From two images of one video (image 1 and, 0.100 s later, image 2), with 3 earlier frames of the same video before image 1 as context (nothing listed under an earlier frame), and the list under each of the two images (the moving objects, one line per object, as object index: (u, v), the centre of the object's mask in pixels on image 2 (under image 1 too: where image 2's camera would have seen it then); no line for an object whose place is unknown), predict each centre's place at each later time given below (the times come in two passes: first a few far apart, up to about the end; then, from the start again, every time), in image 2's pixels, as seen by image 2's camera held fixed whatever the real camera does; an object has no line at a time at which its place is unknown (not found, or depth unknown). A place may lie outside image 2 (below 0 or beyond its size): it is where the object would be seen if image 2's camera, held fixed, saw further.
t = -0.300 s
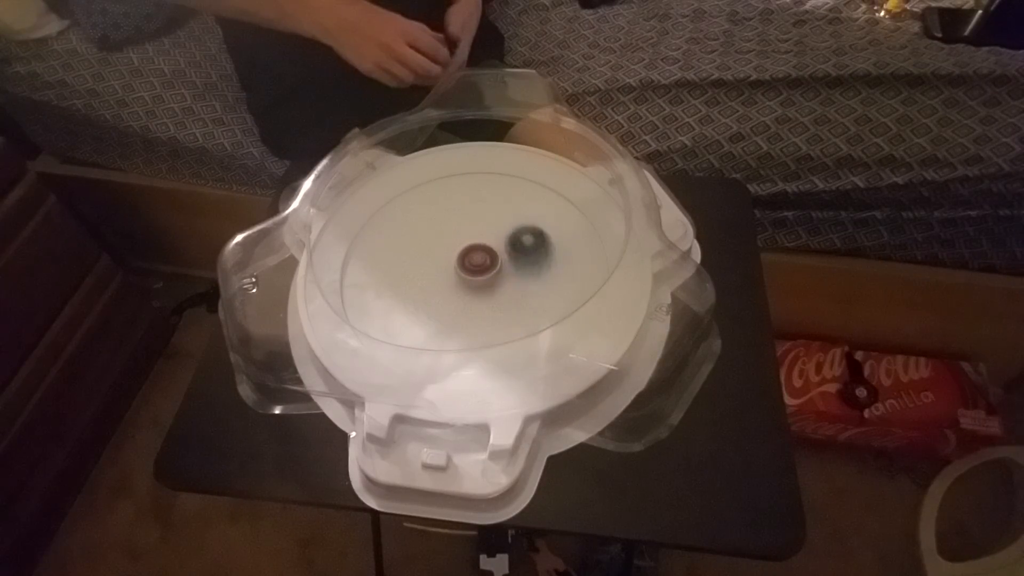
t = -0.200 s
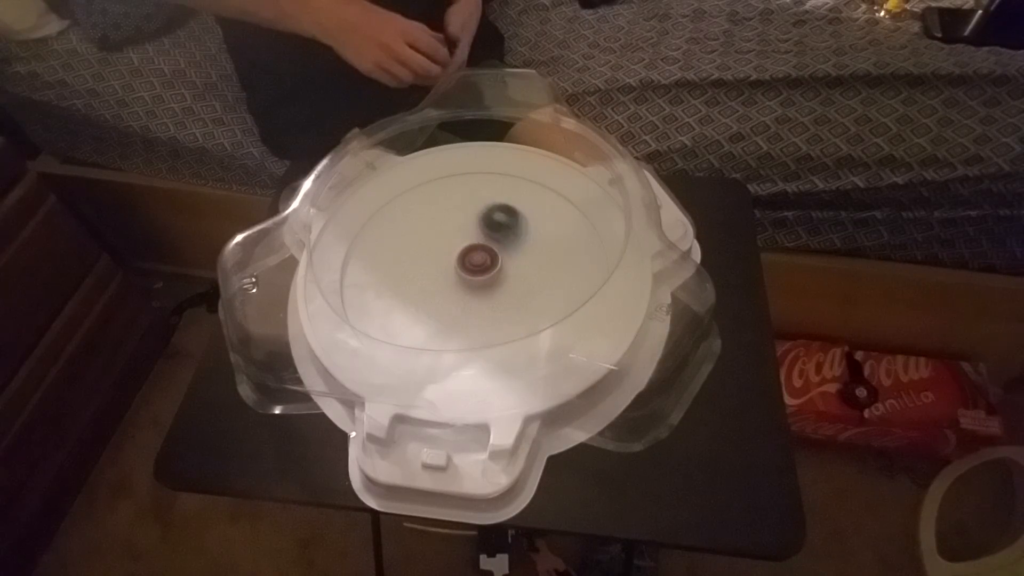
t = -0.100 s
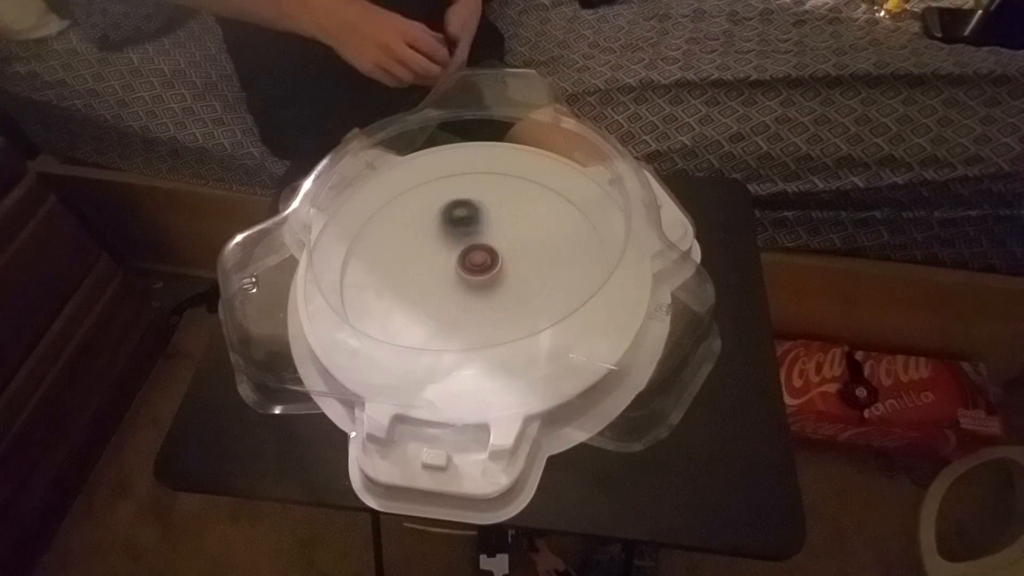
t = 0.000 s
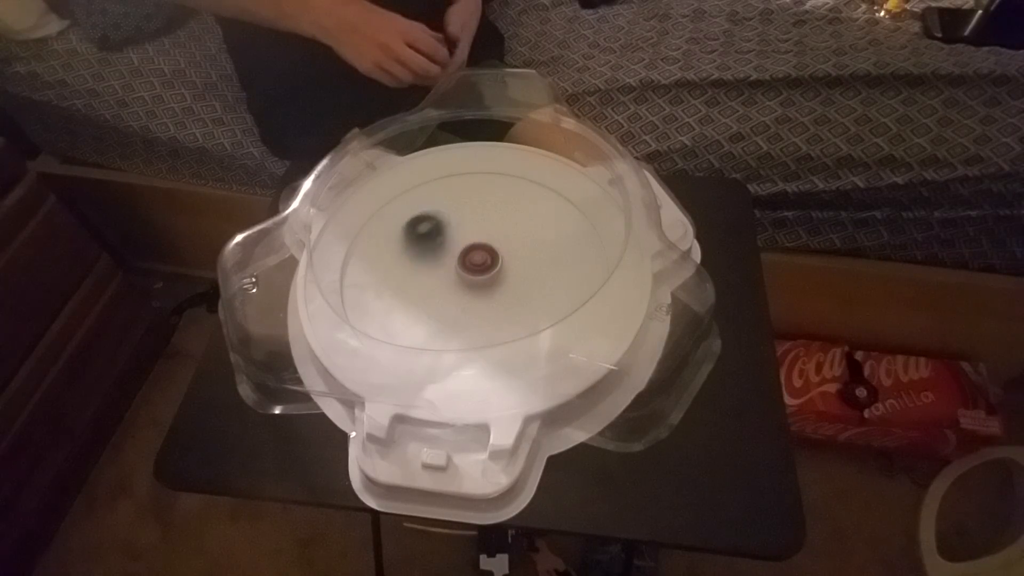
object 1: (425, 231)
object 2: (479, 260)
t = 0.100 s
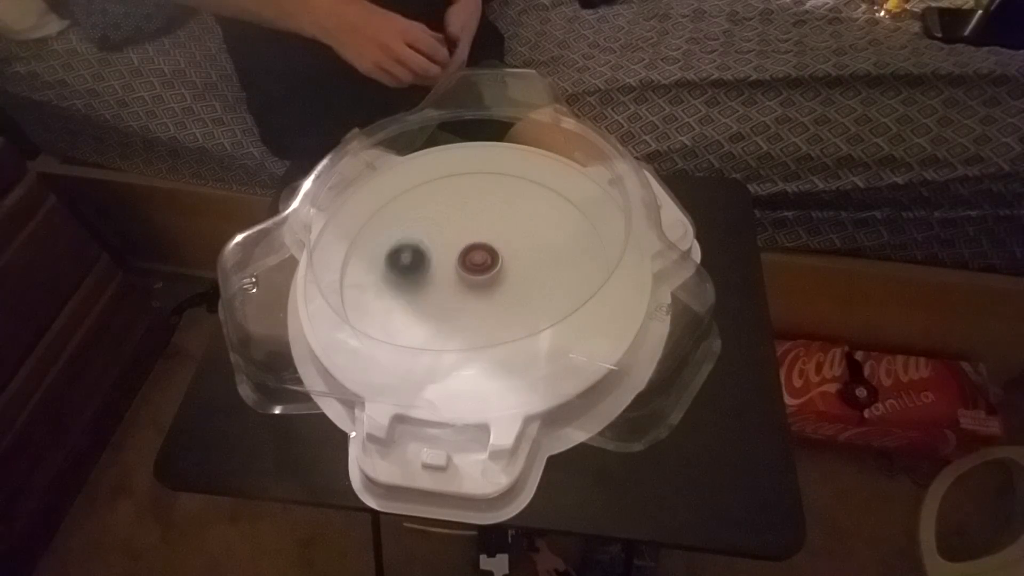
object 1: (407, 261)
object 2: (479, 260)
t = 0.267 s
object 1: (441, 310)
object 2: (479, 259)
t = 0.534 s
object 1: (538, 275)
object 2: (476, 259)
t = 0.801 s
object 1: (483, 209)
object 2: (474, 259)
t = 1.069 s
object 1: (410, 264)
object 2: (473, 260)
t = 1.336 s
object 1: (496, 315)
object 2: (473, 259)
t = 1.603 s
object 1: (538, 241)
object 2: (473, 260)
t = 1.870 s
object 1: (443, 221)
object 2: (473, 260)
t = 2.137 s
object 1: (426, 300)
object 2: (473, 260)
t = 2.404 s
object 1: (528, 296)
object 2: (473, 260)
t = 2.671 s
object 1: (505, 221)
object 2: (473, 260)
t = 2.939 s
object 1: (414, 245)
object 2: (473, 260)
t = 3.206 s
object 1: (457, 315)
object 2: (473, 260)
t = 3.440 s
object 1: (534, 274)
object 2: (473, 260)
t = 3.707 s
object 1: (486, 213)
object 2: (473, 260)
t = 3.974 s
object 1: (415, 261)
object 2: (473, 260)
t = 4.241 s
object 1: (487, 314)
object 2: (473, 259)
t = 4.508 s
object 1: (536, 250)
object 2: (473, 259)
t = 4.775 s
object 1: (454, 221)
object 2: (473, 260)
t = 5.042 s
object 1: (425, 289)
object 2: (473, 260)
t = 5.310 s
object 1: (513, 295)
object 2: (473, 259)
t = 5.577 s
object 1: (506, 230)
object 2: (473, 260)
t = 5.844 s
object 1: (427, 241)
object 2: (474, 259)
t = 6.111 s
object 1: (455, 302)
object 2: (473, 260)
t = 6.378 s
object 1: (524, 270)
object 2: (473, 260)
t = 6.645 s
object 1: (497, 214)
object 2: (453, 269)
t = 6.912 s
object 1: (442, 235)
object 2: (456, 275)
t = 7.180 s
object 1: (445, 263)
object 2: (484, 305)
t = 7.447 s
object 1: (479, 248)
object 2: (517, 319)
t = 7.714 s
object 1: (492, 236)
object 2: (514, 292)
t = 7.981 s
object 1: (491, 237)
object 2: (490, 288)
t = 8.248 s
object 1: (474, 245)
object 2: (471, 287)
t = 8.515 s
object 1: (482, 254)
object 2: (459, 287)
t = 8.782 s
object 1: (497, 248)
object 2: (459, 276)
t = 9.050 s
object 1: (503, 240)
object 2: (446, 272)
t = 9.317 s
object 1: (504, 246)
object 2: (444, 271)
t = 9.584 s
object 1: (505, 258)
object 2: (459, 271)
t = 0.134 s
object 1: (408, 272)
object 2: (479, 260)
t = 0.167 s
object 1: (411, 283)
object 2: (479, 260)
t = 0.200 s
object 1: (418, 293)
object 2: (479, 260)
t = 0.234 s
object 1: (428, 302)
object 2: (479, 260)
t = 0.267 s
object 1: (441, 310)
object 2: (479, 259)
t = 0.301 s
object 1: (455, 314)
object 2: (478, 259)
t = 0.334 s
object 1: (470, 315)
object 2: (478, 260)
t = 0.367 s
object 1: (486, 316)
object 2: (478, 260)
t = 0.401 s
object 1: (500, 308)
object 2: (477, 259)
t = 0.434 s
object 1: (513, 301)
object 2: (477, 259)
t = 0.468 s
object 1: (524, 293)
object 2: (476, 259)
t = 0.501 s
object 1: (533, 285)
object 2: (476, 259)
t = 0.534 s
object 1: (538, 275)
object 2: (476, 259)
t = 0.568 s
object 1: (540, 263)
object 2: (475, 259)
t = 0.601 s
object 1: (540, 252)
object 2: (475, 259)
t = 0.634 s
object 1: (536, 240)
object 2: (475, 259)
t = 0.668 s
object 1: (529, 230)
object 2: (474, 259)
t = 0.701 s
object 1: (520, 221)
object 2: (474, 259)
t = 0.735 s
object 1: (508, 214)
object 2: (474, 259)
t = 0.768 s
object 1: (497, 211)
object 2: (474, 259)
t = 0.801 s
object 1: (483, 209)
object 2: (474, 259)
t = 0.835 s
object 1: (470, 209)
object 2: (474, 259)
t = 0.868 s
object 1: (456, 212)
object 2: (474, 259)
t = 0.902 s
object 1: (443, 216)
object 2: (474, 259)
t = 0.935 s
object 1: (431, 222)
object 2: (474, 259)
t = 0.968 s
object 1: (423, 230)
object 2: (474, 259)
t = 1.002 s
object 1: (416, 241)
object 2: (474, 259)
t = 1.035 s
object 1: (411, 252)
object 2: (473, 259)
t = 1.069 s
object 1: (410, 264)
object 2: (473, 260)
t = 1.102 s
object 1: (413, 276)
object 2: (473, 260)
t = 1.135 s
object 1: (418, 286)
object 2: (473, 259)
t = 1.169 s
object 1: (426, 296)
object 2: (473, 260)
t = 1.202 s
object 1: (437, 305)
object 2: (473, 259)
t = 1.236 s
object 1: (451, 311)
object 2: (473, 259)
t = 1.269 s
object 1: (465, 317)
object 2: (473, 259)
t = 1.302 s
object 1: (480, 317)
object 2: (473, 259)
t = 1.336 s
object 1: (496, 315)
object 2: (473, 259)
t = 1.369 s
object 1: (509, 307)
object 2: (473, 259)
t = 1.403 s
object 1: (522, 300)
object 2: (473, 260)
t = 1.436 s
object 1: (532, 294)
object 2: (473, 259)
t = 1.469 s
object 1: (538, 285)
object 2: (473, 259)
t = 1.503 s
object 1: (543, 273)
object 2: (473, 259)
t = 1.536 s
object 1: (544, 262)
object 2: (473, 259)
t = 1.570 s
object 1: (543, 251)
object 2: (473, 259)
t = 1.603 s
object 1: (538, 241)
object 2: (473, 260)
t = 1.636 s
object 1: (531, 232)
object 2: (473, 260)
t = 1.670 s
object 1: (521, 225)
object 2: (473, 260)
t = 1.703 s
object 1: (509, 218)
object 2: (473, 260)
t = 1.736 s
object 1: (496, 215)
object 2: (473, 260)
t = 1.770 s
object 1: (484, 214)
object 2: (473, 260)
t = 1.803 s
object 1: (470, 215)
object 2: (473, 260)
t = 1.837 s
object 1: (456, 216)
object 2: (473, 260)
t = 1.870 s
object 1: (443, 221)
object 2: (473, 260)
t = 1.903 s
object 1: (432, 228)
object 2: (473, 260)
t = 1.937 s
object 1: (423, 238)
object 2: (473, 260)
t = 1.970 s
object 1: (417, 248)
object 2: (473, 260)
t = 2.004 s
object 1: (413, 259)
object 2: (473, 260)
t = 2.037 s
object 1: (412, 270)
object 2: (473, 260)
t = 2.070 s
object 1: (414, 281)
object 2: (473, 260)
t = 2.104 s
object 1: (419, 291)
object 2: (473, 260)
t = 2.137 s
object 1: (426, 300)
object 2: (473, 260)
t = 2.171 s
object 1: (437, 308)
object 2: (473, 260)
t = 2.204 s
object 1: (450, 315)
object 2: (473, 260)
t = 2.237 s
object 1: (463, 321)
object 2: (473, 260)
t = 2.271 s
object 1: (478, 321)
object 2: (473, 260)
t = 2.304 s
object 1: (493, 318)
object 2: (473, 260)
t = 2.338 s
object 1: (506, 313)
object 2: (473, 260)
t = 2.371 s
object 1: (518, 305)
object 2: (473, 260)
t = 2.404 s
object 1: (528, 296)
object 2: (473, 260)
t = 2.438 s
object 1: (534, 284)
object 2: (473, 260)
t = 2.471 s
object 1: (538, 277)
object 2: (473, 260)
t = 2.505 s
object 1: (539, 267)
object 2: (473, 260)
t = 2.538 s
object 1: (537, 255)
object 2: (473, 260)
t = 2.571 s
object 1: (533, 245)
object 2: (473, 260)
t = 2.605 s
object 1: (524, 234)
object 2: (473, 260)
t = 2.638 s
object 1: (516, 228)
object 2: (473, 260)
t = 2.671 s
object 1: (505, 221)
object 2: (473, 260)
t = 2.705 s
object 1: (492, 217)
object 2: (473, 260)
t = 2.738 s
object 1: (479, 215)
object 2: (473, 260)
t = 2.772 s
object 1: (467, 215)
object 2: (473, 260)
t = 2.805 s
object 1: (453, 218)
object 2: (473, 260)
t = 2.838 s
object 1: (441, 221)
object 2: (473, 260)
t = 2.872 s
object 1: (430, 227)
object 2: (473, 260)
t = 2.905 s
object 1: (421, 236)
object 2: (473, 260)
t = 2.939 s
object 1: (414, 245)
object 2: (473, 260)
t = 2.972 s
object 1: (409, 255)
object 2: (473, 260)
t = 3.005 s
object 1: (408, 265)
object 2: (473, 260)
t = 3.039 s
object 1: (409, 274)
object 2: (473, 260)
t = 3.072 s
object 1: (414, 285)
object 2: (473, 260)
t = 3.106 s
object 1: (421, 294)
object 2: (473, 260)
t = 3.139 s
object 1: (430, 302)
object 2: (473, 260)
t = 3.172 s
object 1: (443, 311)
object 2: (473, 260)
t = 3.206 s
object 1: (457, 315)
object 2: (473, 260)
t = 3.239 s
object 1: (470, 316)
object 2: (473, 259)
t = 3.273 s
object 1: (485, 314)
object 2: (473, 259)
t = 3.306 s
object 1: (499, 309)
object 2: (473, 259)
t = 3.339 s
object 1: (511, 303)
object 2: (473, 260)
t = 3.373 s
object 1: (522, 294)
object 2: (473, 260)
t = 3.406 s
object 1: (529, 285)
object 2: (473, 260)
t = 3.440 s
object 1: (534, 274)
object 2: (473, 260)
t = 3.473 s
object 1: (537, 265)
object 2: (473, 260)
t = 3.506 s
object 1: (536, 254)
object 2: (473, 260)
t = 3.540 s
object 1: (533, 244)
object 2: (473, 260)
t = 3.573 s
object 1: (526, 232)
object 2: (473, 260)
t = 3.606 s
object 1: (519, 224)
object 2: (473, 260)
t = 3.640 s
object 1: (508, 219)
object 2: (473, 260)
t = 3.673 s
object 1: (498, 215)
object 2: (473, 260)
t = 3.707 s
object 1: (486, 213)
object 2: (473, 260)
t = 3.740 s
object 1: (473, 213)
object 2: (473, 260)
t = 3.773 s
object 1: (461, 214)
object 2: (473, 260)
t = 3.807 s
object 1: (449, 217)
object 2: (473, 260)
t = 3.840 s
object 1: (438, 222)
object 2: (474, 260)
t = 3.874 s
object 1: (429, 230)
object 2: (473, 259)
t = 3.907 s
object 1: (422, 239)
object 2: (473, 259)
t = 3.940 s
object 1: (417, 249)
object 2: (473, 259)
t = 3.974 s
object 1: (415, 261)
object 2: (473, 260)
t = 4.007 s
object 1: (416, 271)
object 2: (473, 260)
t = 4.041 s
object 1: (419, 281)
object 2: (473, 260)
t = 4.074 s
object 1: (425, 290)
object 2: (473, 259)
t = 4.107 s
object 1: (435, 299)
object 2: (473, 260)
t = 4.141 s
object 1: (446, 305)
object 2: (473, 260)
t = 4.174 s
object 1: (459, 311)
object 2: (473, 259)
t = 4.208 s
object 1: (472, 315)
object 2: (473, 259)
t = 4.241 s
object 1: (487, 314)
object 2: (473, 259)
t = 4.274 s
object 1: (499, 310)
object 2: (473, 259)
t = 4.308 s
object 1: (511, 302)
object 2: (473, 259)
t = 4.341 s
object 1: (522, 298)
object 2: (473, 259)
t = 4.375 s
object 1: (530, 289)
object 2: (473, 259)
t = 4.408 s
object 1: (535, 280)
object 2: (473, 259)
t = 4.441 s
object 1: (538, 270)
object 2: (473, 259)
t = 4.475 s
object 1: (538, 260)
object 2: (473, 259)
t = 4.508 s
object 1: (536, 250)
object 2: (473, 259)
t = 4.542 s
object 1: (530, 241)
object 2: (473, 259)
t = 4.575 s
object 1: (523, 233)
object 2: (473, 259)
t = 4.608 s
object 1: (513, 226)
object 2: (473, 259)
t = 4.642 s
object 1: (502, 222)
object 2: (473, 259)
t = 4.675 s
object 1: (491, 219)
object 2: (473, 259)
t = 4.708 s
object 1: (478, 218)
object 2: (473, 260)
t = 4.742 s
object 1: (465, 218)
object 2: (473, 260)
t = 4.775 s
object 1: (454, 221)
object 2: (473, 260)
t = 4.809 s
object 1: (443, 227)
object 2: (473, 259)
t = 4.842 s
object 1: (433, 236)
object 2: (474, 260)
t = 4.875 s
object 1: (425, 242)
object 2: (474, 259)
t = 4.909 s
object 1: (421, 251)
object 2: (473, 260)
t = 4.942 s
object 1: (418, 262)
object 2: (473, 260)
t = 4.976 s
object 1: (418, 271)
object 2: (473, 260)
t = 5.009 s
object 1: (420, 280)
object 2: (473, 260)
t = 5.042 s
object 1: (425, 289)
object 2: (473, 260)
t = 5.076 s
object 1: (433, 297)
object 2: (473, 260)
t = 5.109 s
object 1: (443, 304)
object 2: (473, 260)
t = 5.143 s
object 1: (455, 309)
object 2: (473, 260)
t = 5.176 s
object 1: (467, 313)
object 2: (473, 259)
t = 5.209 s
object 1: (480, 311)
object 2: (473, 259)
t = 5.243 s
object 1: (493, 307)
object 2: (473, 260)
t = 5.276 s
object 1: (503, 301)
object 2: (473, 260)
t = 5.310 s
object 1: (513, 295)
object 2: (473, 259)
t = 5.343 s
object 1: (521, 287)
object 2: (473, 259)
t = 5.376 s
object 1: (527, 281)
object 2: (473, 259)
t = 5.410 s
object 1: (529, 272)
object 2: (473, 259)
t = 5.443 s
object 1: (529, 260)
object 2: (473, 259)
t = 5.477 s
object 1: (527, 253)
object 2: (473, 260)
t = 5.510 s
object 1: (522, 245)
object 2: (473, 260)
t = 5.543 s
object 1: (515, 235)
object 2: (473, 260)
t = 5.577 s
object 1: (506, 230)
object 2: (473, 260)
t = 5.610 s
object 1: (496, 225)
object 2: (473, 259)
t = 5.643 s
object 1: (485, 222)
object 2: (473, 259)
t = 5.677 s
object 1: (474, 221)
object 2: (473, 260)
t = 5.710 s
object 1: (463, 221)
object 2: (474, 260)
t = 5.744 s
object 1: (452, 225)
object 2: (474, 260)
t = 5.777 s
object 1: (442, 229)
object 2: (474, 260)
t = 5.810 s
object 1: (433, 234)
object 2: (474, 259)
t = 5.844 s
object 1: (427, 241)
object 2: (474, 259)
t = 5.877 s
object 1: (422, 250)
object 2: (474, 260)
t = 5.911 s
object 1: (421, 259)
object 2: (474, 260)
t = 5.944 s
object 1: (421, 267)
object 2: (473, 260)
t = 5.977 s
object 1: (422, 276)
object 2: (473, 260)
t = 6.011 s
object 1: (428, 284)
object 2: (473, 260)
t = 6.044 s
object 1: (435, 291)
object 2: (473, 260)
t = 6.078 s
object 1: (445, 298)
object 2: (473, 260)
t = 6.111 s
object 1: (455, 302)
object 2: (473, 260)
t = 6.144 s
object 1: (466, 304)
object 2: (473, 260)
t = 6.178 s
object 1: (479, 305)
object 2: (473, 260)
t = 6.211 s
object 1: (491, 302)
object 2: (473, 260)
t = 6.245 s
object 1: (500, 297)
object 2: (473, 260)
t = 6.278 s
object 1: (510, 292)
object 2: (473, 260)
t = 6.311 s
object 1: (517, 284)
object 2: (473, 260)
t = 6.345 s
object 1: (521, 277)
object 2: (473, 260)
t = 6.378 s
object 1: (524, 270)
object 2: (473, 260)
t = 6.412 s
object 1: (524, 262)
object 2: (473, 260)
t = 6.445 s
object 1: (523, 254)
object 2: (473, 259)
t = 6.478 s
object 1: (519, 247)
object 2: (473, 259)
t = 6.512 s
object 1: (514, 240)
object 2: (473, 259)
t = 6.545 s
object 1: (511, 233)
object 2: (472, 260)
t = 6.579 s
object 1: (509, 223)
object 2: (461, 264)
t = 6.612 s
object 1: (503, 217)
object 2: (456, 266)
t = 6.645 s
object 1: (497, 214)
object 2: (453, 269)
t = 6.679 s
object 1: (490, 212)
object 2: (452, 270)
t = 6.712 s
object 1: (482, 209)
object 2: (451, 271)
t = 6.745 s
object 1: (473, 212)
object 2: (451, 272)
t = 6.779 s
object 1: (465, 214)
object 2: (451, 272)
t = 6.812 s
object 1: (458, 216)
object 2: (452, 273)
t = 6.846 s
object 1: (452, 221)
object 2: (453, 274)
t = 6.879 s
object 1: (446, 228)
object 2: (454, 274)
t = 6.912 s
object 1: (442, 235)
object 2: (456, 275)
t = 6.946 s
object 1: (440, 243)
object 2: (458, 276)
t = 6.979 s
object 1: (438, 244)
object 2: (464, 288)
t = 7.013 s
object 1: (437, 245)
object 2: (468, 296)
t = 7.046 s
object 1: (436, 249)
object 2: (471, 302)
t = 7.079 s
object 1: (437, 253)
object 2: (475, 306)
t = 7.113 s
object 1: (439, 256)
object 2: (479, 307)
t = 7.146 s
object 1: (442, 260)
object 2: (481, 307)
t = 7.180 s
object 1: (445, 263)
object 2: (484, 305)
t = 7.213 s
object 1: (450, 266)
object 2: (487, 303)
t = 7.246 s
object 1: (455, 268)
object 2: (489, 301)
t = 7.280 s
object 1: (461, 269)
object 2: (491, 298)
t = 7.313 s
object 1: (466, 266)
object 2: (494, 298)
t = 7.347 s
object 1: (469, 260)
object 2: (502, 309)
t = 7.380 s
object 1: (472, 255)
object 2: (508, 315)
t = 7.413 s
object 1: (475, 252)
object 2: (513, 318)
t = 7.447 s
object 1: (479, 248)
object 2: (517, 319)
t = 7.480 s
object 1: (482, 245)
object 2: (519, 318)
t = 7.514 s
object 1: (484, 243)
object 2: (520, 315)
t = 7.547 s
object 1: (487, 241)
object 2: (521, 312)
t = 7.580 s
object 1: (488, 240)
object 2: (520, 307)
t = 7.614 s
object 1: (490, 239)
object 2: (519, 304)
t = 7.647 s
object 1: (491, 238)
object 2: (517, 299)
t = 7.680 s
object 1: (492, 237)
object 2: (516, 295)
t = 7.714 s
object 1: (492, 236)
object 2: (514, 292)
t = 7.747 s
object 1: (493, 236)
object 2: (511, 288)
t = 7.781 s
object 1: (493, 237)
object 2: (508, 285)
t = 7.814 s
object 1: (493, 237)
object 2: (506, 282)
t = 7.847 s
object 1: (493, 239)
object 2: (503, 280)
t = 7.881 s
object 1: (493, 241)
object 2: (501, 278)
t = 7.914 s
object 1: (492, 242)
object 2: (498, 277)
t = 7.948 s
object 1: (492, 239)
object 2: (494, 283)
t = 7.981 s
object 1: (491, 237)
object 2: (490, 288)
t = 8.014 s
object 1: (490, 236)
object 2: (485, 293)
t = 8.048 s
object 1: (487, 235)
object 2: (481, 295)
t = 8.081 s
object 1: (485, 235)
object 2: (479, 295)
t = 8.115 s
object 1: (482, 235)
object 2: (476, 294)
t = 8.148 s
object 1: (479, 237)
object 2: (474, 293)
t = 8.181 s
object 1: (477, 239)
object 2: (472, 290)
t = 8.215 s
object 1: (475, 242)
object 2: (471, 289)
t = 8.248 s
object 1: (474, 245)
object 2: (471, 287)
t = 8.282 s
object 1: (473, 248)
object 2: (470, 285)
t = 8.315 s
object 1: (474, 248)
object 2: (468, 287)
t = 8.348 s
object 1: (475, 249)
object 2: (464, 290)
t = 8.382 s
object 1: (476, 250)
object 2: (462, 292)
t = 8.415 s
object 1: (478, 250)
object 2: (460, 291)
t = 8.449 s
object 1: (479, 252)
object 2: (459, 290)
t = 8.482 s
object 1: (481, 253)
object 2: (459, 289)
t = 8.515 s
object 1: (482, 254)
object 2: (459, 287)
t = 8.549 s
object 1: (484, 254)
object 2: (459, 285)
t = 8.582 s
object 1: (488, 253)
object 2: (457, 285)
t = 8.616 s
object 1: (491, 252)
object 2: (456, 285)
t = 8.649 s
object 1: (493, 251)
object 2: (455, 284)
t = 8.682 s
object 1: (495, 250)
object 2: (455, 283)
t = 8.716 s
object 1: (496, 249)
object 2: (456, 281)
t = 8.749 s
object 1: (497, 249)
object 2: (457, 279)
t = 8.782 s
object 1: (497, 248)
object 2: (459, 276)
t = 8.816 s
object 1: (497, 248)
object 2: (460, 274)
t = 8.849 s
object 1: (497, 248)
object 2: (462, 272)
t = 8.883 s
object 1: (499, 246)
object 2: (459, 272)
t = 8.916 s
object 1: (501, 243)
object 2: (452, 274)
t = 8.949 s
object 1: (503, 242)
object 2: (448, 274)
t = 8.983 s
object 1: (503, 241)
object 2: (446, 274)
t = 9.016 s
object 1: (503, 240)
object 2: (445, 273)
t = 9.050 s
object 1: (503, 240)
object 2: (446, 272)
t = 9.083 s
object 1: (502, 240)
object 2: (448, 271)
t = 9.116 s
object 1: (500, 241)
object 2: (450, 269)
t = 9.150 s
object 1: (498, 243)
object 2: (453, 268)
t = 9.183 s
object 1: (497, 245)
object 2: (456, 266)
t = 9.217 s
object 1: (497, 245)
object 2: (455, 267)
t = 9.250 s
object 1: (501, 246)
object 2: (448, 269)
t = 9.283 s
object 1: (502, 246)
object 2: (445, 271)
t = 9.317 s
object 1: (504, 246)
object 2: (444, 271)
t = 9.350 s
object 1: (505, 247)
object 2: (444, 271)
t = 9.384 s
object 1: (505, 248)
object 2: (444, 271)
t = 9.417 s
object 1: (506, 250)
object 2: (447, 271)
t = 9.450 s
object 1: (506, 251)
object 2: (450, 271)
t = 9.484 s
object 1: (506, 253)
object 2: (453, 270)
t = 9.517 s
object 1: (505, 255)
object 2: (456, 270)
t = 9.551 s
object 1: (505, 257)
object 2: (459, 271)
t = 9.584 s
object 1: (505, 258)
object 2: (459, 271)
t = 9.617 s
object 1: (506, 260)
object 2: (458, 271)
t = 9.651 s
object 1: (507, 261)
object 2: (458, 271)
